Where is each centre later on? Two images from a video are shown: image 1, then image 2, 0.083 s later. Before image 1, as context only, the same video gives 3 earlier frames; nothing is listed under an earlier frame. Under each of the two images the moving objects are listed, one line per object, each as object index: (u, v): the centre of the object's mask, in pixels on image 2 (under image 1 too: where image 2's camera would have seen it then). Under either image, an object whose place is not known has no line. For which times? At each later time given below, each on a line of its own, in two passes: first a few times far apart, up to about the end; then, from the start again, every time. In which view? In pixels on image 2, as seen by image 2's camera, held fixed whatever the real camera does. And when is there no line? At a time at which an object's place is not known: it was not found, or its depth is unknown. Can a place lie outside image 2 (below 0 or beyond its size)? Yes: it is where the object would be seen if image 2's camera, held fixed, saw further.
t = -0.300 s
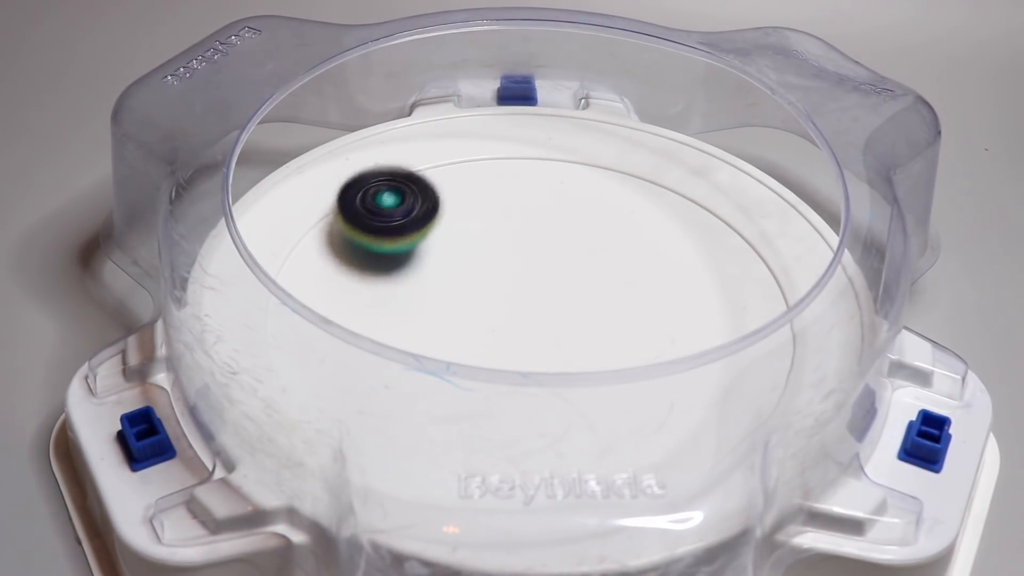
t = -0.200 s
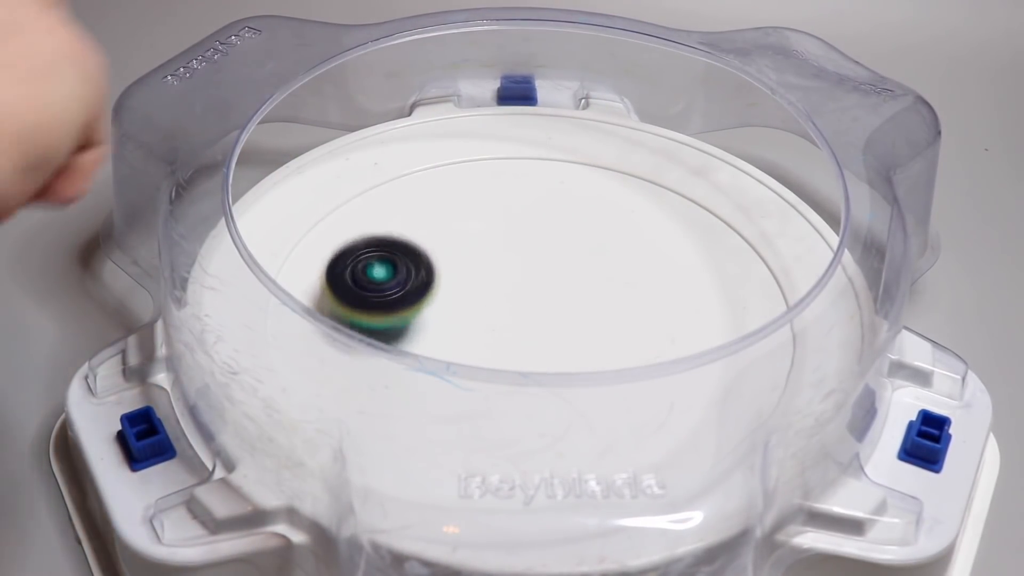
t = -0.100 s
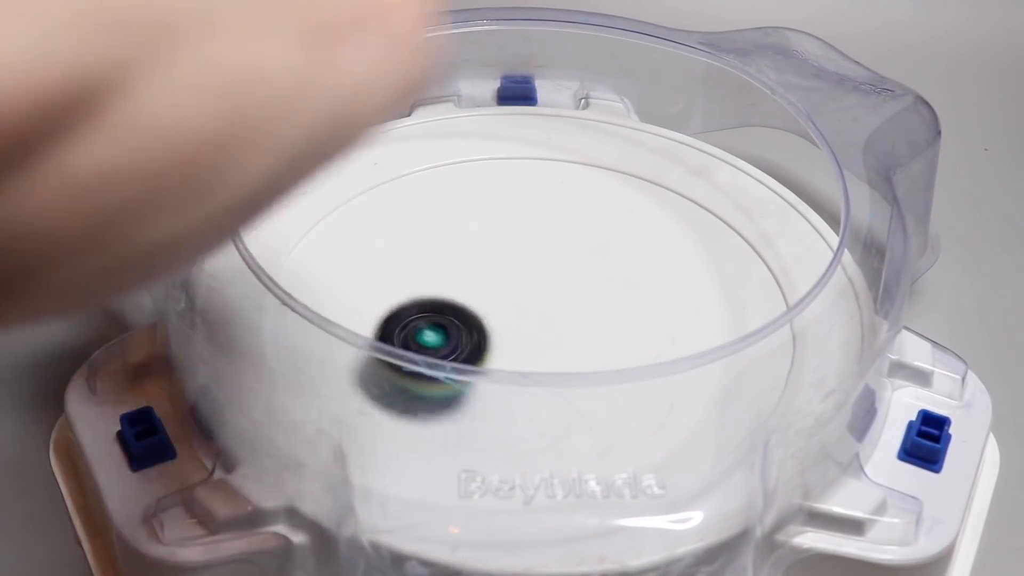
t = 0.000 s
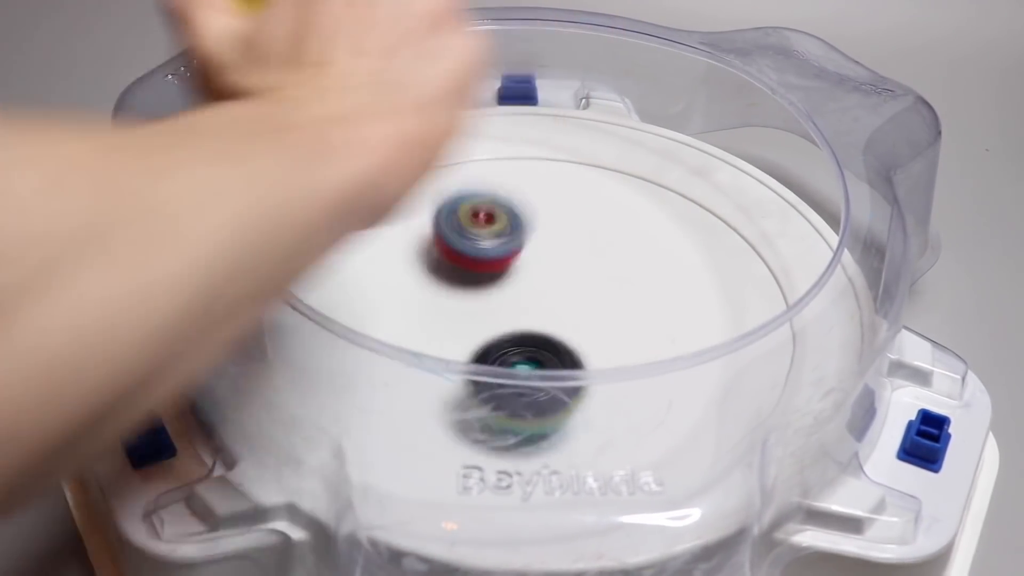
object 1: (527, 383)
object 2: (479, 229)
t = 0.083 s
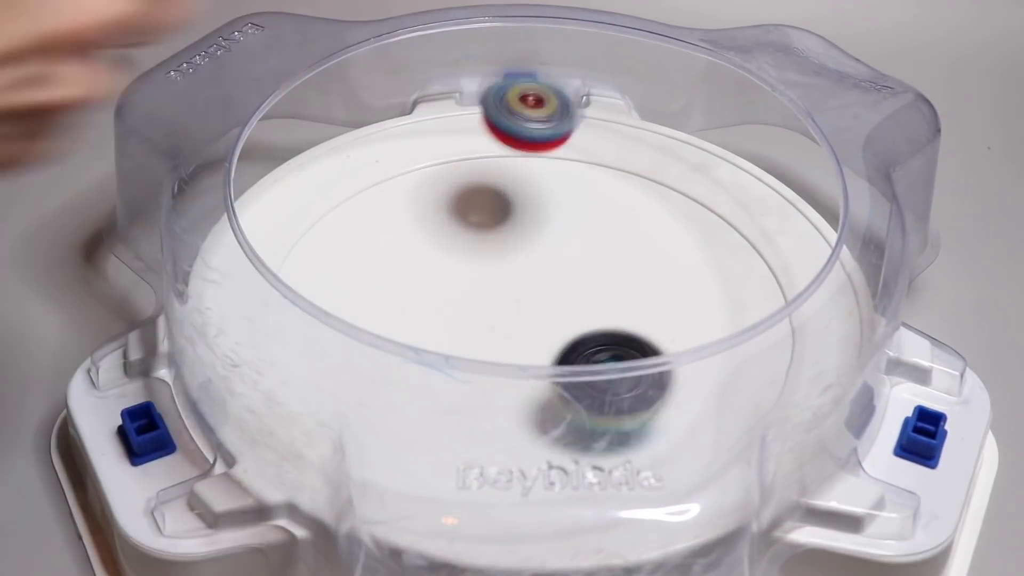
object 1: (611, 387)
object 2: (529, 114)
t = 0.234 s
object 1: (714, 320)
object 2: (600, 130)
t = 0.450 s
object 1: (691, 227)
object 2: (586, 212)
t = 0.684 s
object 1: (626, 256)
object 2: (488, 255)
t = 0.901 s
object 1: (645, 329)
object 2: (505, 298)
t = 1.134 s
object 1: (701, 364)
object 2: (654, 280)
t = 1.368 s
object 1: (658, 328)
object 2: (635, 188)
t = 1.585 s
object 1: (511, 330)
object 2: (459, 228)
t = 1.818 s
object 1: (452, 424)
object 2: (421, 285)
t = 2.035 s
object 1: (530, 418)
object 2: (586, 333)
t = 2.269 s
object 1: (527, 311)
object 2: (665, 229)
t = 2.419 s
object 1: (482, 253)
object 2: (561, 180)
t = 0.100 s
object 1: (627, 381)
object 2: (539, 103)
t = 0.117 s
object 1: (640, 380)
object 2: (547, 97)
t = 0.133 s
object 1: (657, 371)
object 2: (557, 96)
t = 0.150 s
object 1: (669, 356)
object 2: (566, 100)
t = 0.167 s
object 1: (680, 353)
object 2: (574, 108)
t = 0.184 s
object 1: (691, 349)
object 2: (582, 122)
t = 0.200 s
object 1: (700, 340)
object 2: (590, 138)
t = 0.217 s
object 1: (709, 331)
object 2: (596, 137)
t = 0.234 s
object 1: (714, 320)
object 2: (600, 130)
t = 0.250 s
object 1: (716, 307)
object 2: (602, 128)
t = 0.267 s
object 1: (720, 302)
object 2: (605, 130)
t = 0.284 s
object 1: (725, 296)
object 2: (607, 137)
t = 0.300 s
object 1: (728, 290)
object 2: (608, 148)
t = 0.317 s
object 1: (729, 283)
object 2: (608, 150)
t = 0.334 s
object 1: (728, 275)
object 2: (608, 155)
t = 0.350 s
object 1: (726, 267)
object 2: (607, 163)
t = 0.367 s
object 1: (723, 260)
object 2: (605, 172)
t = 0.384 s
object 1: (718, 253)
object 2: (603, 179)
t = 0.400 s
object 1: (712, 246)
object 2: (600, 187)
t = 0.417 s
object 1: (705, 239)
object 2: (596, 196)
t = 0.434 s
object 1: (698, 233)
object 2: (593, 204)
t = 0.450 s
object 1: (691, 227)
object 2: (586, 212)
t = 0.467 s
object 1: (690, 222)
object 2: (574, 214)
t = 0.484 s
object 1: (689, 223)
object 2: (563, 215)
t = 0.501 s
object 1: (687, 228)
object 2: (551, 218)
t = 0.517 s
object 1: (684, 232)
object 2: (541, 221)
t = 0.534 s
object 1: (680, 231)
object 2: (530, 223)
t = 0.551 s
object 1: (676, 231)
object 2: (521, 226)
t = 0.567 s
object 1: (672, 232)
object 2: (513, 228)
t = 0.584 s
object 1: (666, 233)
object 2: (506, 231)
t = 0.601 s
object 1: (660, 235)
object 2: (500, 234)
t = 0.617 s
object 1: (654, 237)
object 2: (495, 238)
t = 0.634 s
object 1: (647, 241)
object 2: (491, 242)
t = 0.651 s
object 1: (640, 245)
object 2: (489, 246)
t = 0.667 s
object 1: (633, 250)
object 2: (488, 250)
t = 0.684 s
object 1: (626, 256)
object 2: (488, 255)
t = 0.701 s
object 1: (620, 262)
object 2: (490, 260)
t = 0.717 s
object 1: (614, 268)
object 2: (492, 265)
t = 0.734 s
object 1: (609, 274)
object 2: (495, 269)
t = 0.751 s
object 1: (611, 282)
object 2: (492, 272)
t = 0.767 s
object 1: (615, 290)
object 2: (488, 274)
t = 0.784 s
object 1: (618, 298)
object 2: (485, 277)
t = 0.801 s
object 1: (622, 306)
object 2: (483, 280)
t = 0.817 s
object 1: (626, 313)
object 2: (483, 282)
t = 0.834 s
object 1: (630, 318)
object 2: (485, 285)
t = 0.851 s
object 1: (634, 322)
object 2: (488, 289)
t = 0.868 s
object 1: (637, 325)
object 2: (492, 292)
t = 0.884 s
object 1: (641, 327)
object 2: (498, 295)
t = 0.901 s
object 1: (645, 329)
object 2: (505, 298)
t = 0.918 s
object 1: (651, 340)
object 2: (514, 301)
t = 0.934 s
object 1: (656, 344)
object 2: (523, 304)
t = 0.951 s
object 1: (661, 347)
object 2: (533, 306)
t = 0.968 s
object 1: (665, 350)
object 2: (545, 308)
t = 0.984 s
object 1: (669, 353)
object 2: (557, 310)
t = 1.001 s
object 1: (673, 355)
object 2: (569, 310)
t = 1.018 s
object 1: (676, 355)
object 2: (583, 310)
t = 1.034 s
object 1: (679, 354)
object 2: (594, 308)
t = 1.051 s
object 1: (685, 353)
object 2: (606, 305)
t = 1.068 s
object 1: (691, 366)
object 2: (617, 300)
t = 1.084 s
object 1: (694, 364)
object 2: (628, 296)
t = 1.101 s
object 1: (696, 365)
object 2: (638, 291)
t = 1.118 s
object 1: (699, 365)
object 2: (647, 286)
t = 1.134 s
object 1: (701, 364)
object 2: (654, 280)
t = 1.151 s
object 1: (702, 364)
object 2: (661, 273)
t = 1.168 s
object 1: (703, 363)
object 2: (666, 267)
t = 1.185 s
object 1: (704, 361)
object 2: (670, 260)
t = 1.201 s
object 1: (704, 361)
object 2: (673, 253)
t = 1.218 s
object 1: (704, 361)
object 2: (675, 245)
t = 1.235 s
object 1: (704, 361)
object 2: (676, 237)
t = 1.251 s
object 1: (698, 348)
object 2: (675, 230)
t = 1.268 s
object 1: (698, 347)
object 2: (673, 223)
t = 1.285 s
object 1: (695, 347)
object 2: (670, 216)
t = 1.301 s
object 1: (690, 343)
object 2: (665, 210)
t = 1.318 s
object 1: (684, 340)
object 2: (660, 203)
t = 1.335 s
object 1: (677, 336)
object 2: (652, 198)
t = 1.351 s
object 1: (666, 328)
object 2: (644, 193)
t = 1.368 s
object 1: (658, 328)
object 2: (635, 188)
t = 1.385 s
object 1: (649, 328)
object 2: (624, 184)
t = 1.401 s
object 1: (638, 328)
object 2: (612, 180)
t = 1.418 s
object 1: (627, 328)
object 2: (599, 179)
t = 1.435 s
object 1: (615, 329)
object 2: (584, 178)
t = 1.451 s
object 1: (603, 329)
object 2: (570, 178)
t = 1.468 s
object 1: (591, 329)
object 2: (554, 179)
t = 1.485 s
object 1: (579, 329)
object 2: (539, 182)
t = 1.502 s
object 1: (567, 330)
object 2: (524, 187)
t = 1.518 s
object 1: (556, 330)
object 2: (509, 193)
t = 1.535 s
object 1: (544, 330)
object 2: (495, 200)
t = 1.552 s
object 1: (533, 330)
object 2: (481, 209)
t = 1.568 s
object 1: (522, 330)
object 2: (470, 217)
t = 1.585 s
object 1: (511, 330)
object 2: (459, 228)
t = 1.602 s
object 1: (502, 330)
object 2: (449, 239)
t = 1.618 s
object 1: (492, 329)
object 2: (441, 251)
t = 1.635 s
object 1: (484, 330)
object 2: (434, 263)
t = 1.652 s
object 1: (479, 333)
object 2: (429, 271)
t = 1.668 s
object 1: (473, 351)
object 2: (423, 269)
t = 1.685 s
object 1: (466, 360)
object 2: (418, 266)
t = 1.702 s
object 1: (460, 382)
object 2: (414, 265)
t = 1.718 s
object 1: (452, 399)
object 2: (412, 264)
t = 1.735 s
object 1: (450, 404)
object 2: (410, 265)
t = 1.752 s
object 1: (449, 408)
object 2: (410, 267)
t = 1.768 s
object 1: (448, 412)
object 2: (412, 270)
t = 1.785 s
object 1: (449, 416)
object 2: (414, 274)
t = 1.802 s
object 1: (451, 420)
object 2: (417, 279)
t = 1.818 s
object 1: (452, 424)
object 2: (421, 285)
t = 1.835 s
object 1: (454, 429)
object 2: (428, 292)
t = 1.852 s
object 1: (458, 430)
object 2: (434, 300)
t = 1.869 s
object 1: (461, 432)
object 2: (443, 307)
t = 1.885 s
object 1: (465, 436)
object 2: (453, 313)
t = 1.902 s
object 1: (472, 434)
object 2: (465, 320)
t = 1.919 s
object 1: (480, 433)
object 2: (478, 324)
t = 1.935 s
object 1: (488, 431)
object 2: (493, 328)
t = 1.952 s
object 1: (496, 428)
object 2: (509, 331)
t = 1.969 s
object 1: (503, 427)
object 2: (524, 333)
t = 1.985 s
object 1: (509, 426)
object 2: (539, 335)
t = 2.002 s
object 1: (516, 424)
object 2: (555, 335)
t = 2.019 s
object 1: (522, 423)
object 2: (571, 335)
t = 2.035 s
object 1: (530, 418)
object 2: (586, 333)
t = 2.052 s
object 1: (533, 415)
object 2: (600, 331)
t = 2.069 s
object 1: (538, 410)
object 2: (614, 328)
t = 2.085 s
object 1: (541, 407)
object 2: (627, 324)
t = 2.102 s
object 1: (544, 394)
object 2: (640, 318)
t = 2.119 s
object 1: (545, 385)
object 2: (650, 312)
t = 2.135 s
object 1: (546, 384)
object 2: (658, 304)
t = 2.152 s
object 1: (546, 365)
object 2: (665, 295)
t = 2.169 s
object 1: (545, 353)
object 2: (671, 286)
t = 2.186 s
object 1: (543, 340)
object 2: (674, 277)
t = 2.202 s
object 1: (540, 336)
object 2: (676, 268)
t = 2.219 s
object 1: (538, 331)
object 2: (676, 258)
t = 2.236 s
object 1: (535, 325)
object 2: (674, 248)
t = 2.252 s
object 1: (531, 319)
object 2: (671, 239)
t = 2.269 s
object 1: (527, 311)
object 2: (665, 229)
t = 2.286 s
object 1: (523, 303)
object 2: (659, 221)
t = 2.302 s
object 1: (518, 296)
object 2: (651, 212)
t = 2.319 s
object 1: (514, 288)
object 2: (641, 205)
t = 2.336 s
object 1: (509, 282)
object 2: (630, 198)
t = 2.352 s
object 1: (504, 276)
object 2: (618, 192)
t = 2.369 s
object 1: (499, 269)
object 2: (605, 187)
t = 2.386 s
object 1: (494, 263)
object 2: (591, 184)
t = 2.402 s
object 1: (488, 257)
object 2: (577, 181)
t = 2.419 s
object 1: (482, 253)
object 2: (561, 180)
